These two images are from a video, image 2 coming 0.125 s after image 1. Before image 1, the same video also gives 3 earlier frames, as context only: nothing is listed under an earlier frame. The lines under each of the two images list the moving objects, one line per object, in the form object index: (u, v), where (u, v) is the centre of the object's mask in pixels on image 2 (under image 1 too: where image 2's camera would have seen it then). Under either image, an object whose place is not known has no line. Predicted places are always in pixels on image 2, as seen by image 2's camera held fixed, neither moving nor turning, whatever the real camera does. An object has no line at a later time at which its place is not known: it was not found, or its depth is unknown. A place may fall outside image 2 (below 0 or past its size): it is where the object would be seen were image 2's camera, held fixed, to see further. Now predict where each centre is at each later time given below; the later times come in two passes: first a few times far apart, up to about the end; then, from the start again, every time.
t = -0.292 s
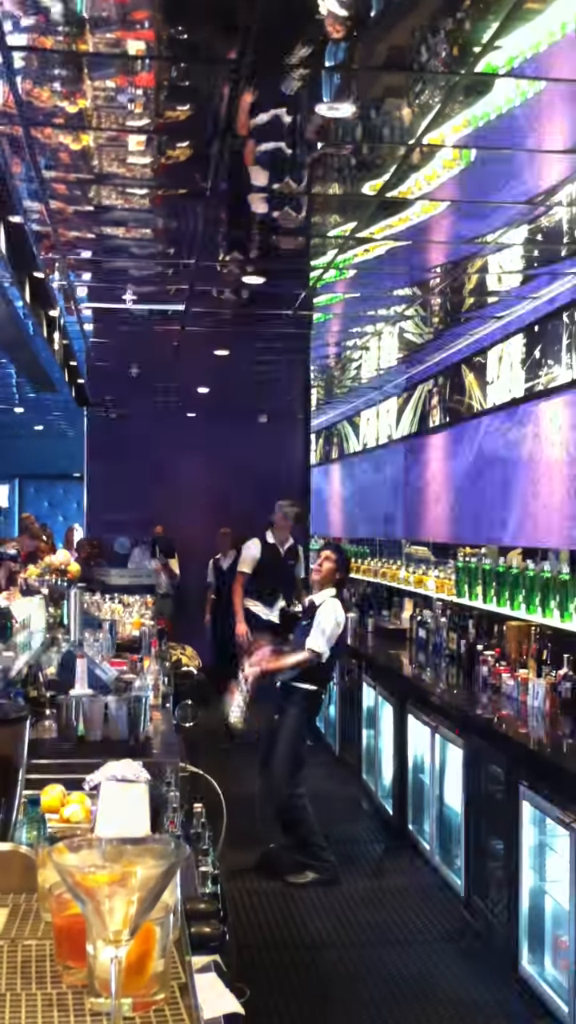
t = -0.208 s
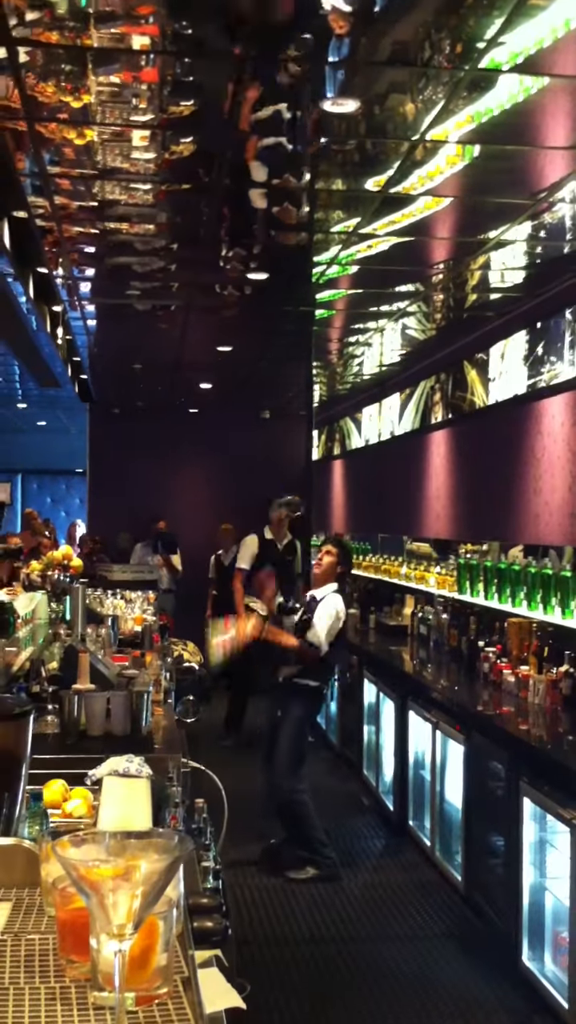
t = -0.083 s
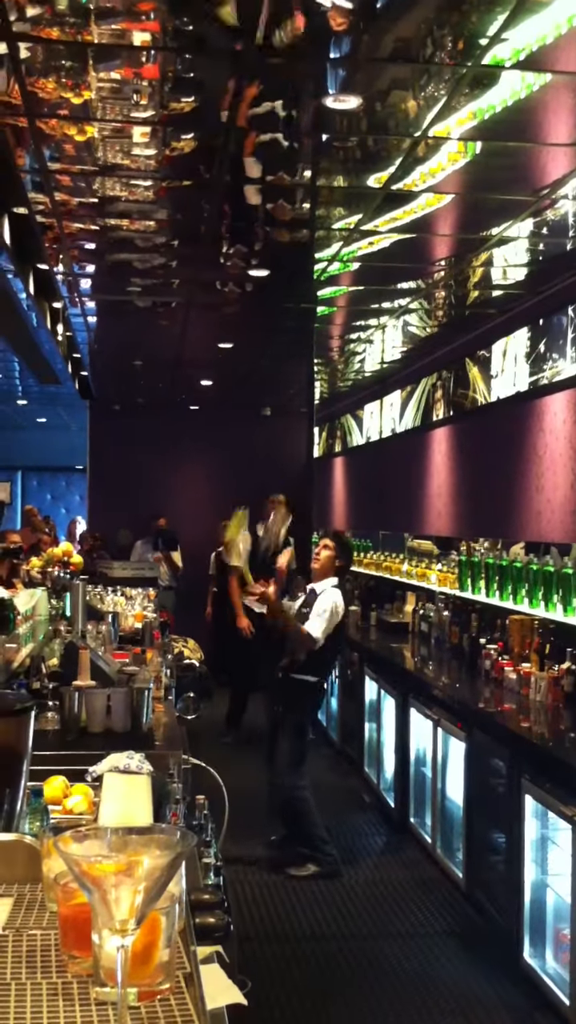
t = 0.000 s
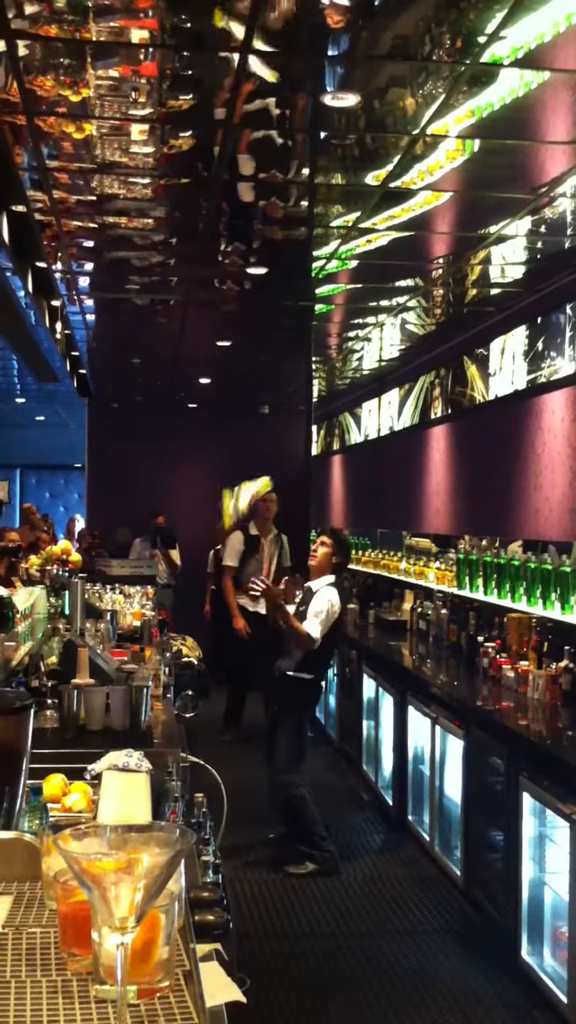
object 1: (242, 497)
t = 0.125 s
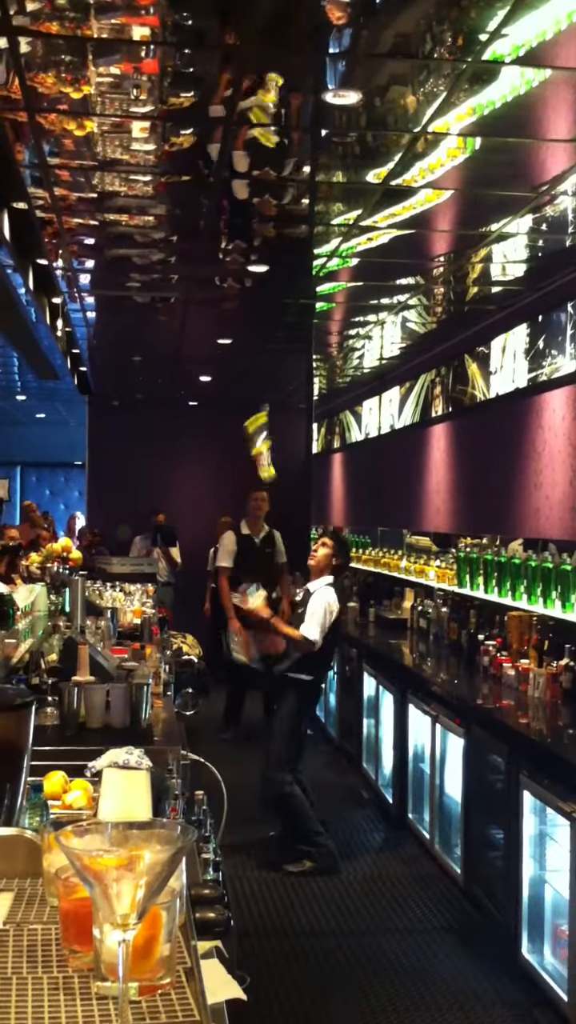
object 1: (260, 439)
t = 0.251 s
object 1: (278, 440)
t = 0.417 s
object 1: (294, 470)
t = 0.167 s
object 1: (268, 438)
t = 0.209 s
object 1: (273, 439)
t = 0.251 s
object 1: (278, 440)
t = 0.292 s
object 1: (281, 444)
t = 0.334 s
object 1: (284, 448)
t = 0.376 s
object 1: (289, 454)
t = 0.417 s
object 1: (294, 470)
